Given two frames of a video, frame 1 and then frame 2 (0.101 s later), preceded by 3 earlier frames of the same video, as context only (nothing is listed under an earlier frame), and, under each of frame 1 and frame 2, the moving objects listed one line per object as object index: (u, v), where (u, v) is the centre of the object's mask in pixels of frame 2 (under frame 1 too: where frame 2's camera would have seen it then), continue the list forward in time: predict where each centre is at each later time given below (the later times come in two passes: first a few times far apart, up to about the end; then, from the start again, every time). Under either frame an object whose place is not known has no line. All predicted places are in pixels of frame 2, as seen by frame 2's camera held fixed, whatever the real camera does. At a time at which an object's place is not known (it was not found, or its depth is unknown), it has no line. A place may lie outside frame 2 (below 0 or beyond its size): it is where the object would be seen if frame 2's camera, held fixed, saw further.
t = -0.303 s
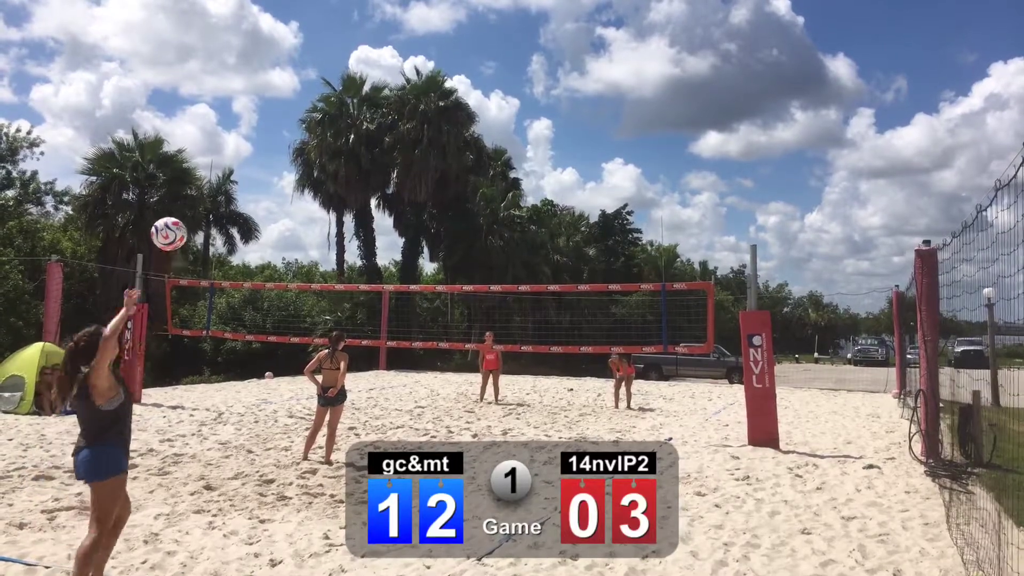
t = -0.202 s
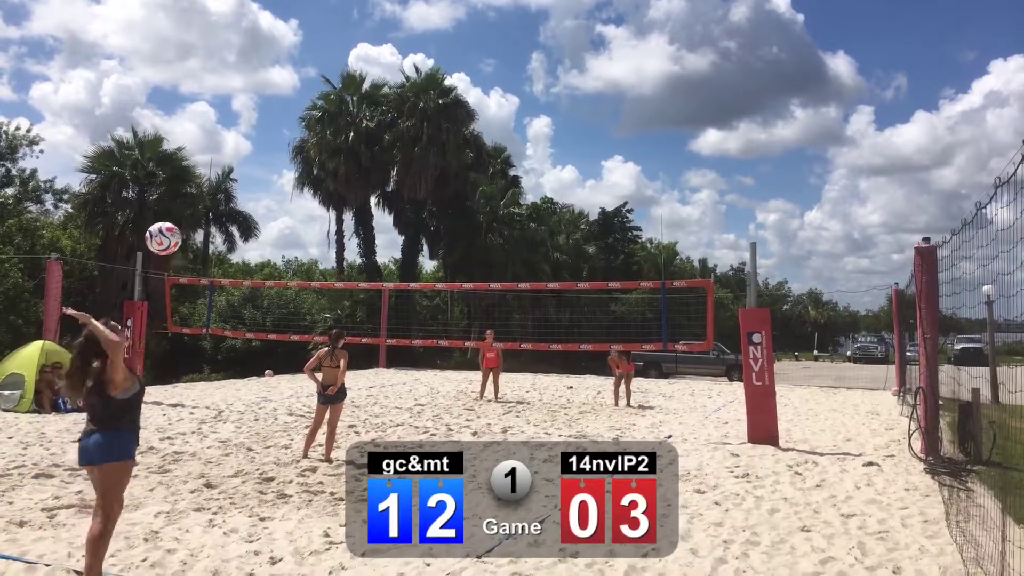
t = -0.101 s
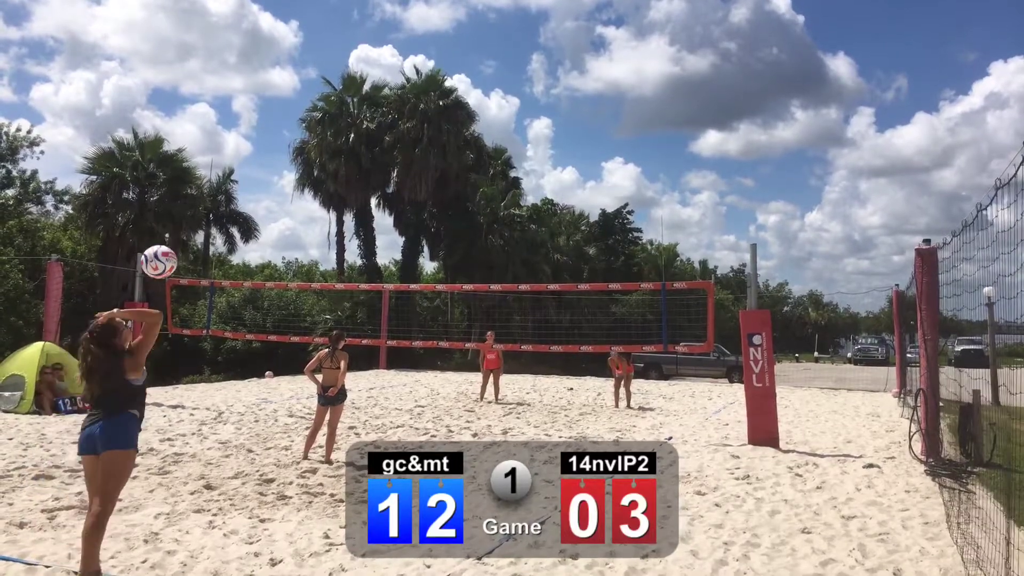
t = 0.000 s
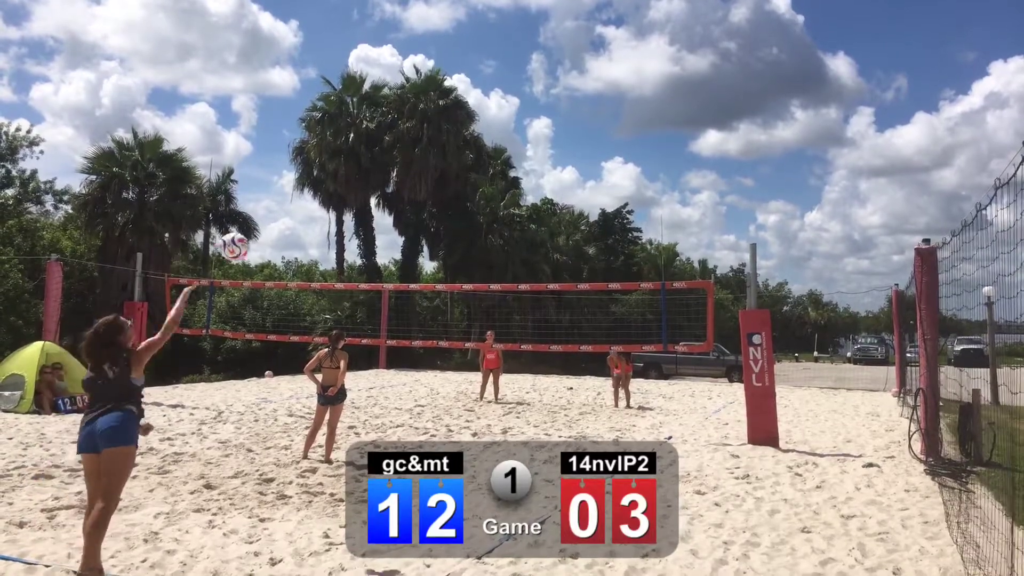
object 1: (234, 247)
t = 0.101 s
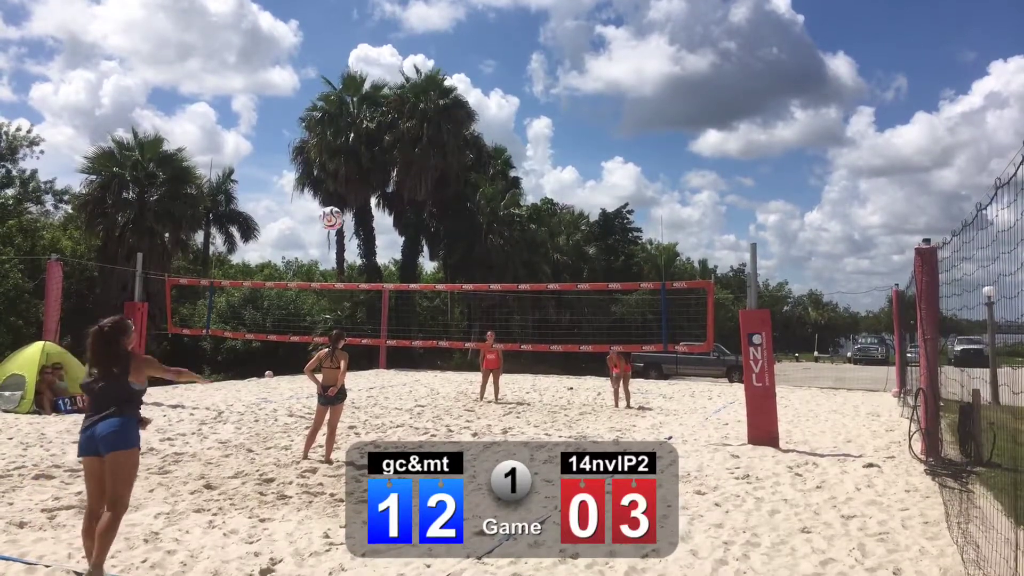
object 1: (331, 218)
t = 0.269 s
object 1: (436, 202)
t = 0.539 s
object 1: (539, 223)
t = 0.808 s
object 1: (602, 278)
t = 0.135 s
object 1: (357, 212)
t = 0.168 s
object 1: (379, 208)
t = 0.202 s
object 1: (400, 205)
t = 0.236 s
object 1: (419, 203)
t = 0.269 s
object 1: (436, 202)
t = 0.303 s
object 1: (452, 201)
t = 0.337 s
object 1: (467, 202)
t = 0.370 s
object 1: (481, 204)
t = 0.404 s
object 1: (494, 206)
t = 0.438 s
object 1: (507, 210)
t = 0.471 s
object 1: (518, 214)
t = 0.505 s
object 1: (528, 218)
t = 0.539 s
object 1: (539, 223)
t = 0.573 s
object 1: (548, 229)
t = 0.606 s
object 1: (557, 235)
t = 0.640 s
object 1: (565, 241)
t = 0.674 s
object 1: (573, 248)
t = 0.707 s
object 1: (581, 256)
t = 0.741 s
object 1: (588, 263)
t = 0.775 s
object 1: (595, 271)
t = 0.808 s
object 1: (602, 278)
